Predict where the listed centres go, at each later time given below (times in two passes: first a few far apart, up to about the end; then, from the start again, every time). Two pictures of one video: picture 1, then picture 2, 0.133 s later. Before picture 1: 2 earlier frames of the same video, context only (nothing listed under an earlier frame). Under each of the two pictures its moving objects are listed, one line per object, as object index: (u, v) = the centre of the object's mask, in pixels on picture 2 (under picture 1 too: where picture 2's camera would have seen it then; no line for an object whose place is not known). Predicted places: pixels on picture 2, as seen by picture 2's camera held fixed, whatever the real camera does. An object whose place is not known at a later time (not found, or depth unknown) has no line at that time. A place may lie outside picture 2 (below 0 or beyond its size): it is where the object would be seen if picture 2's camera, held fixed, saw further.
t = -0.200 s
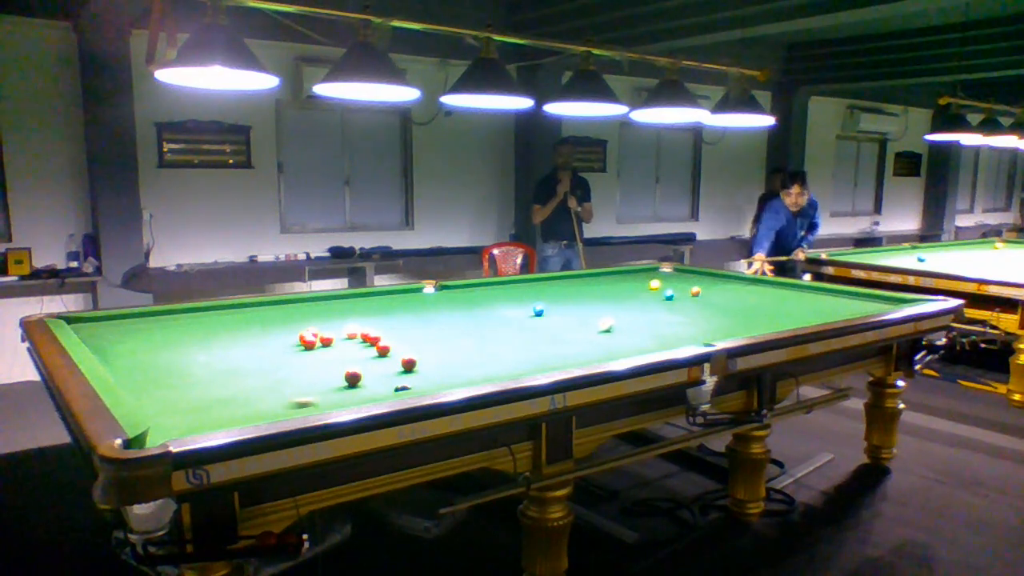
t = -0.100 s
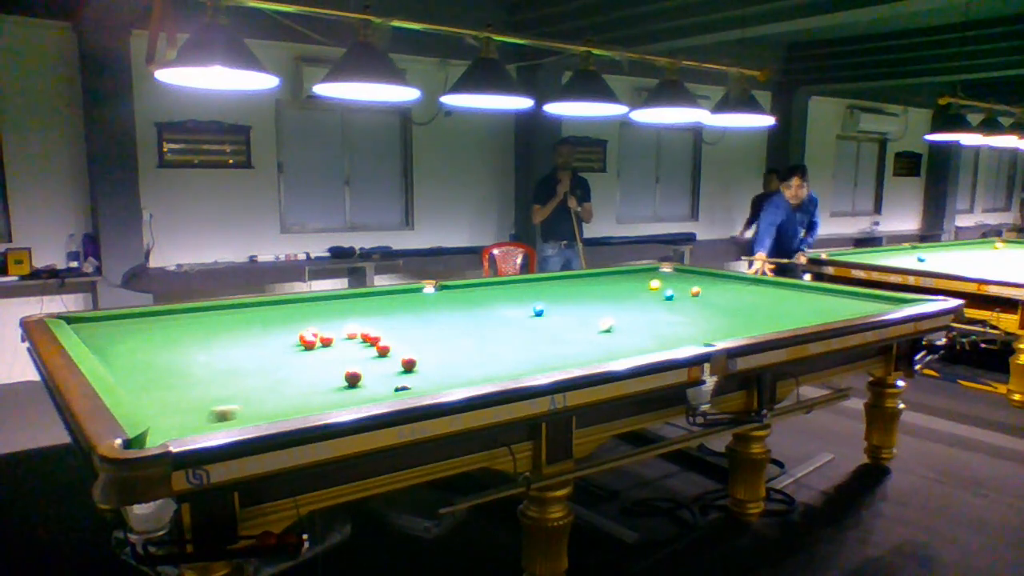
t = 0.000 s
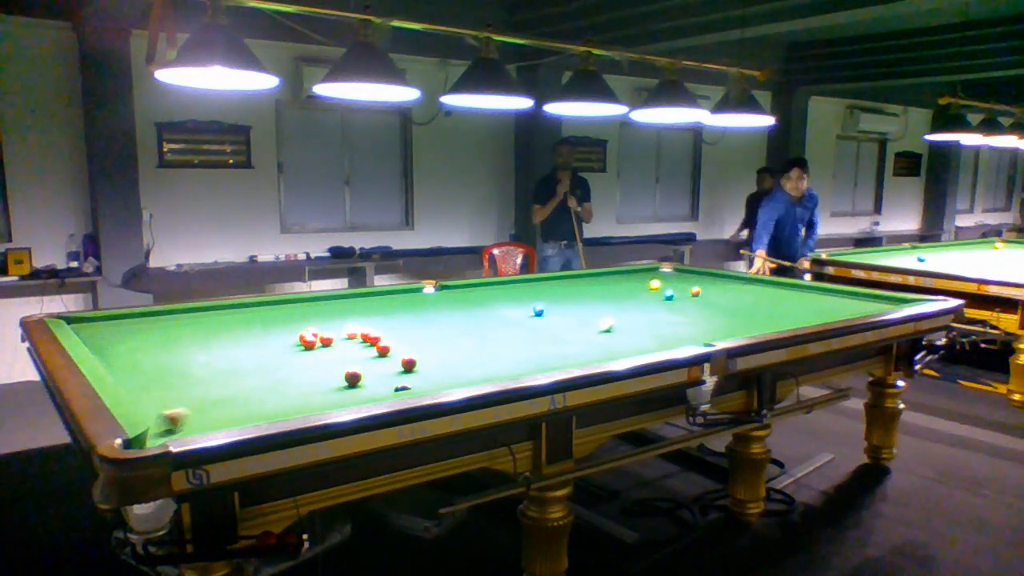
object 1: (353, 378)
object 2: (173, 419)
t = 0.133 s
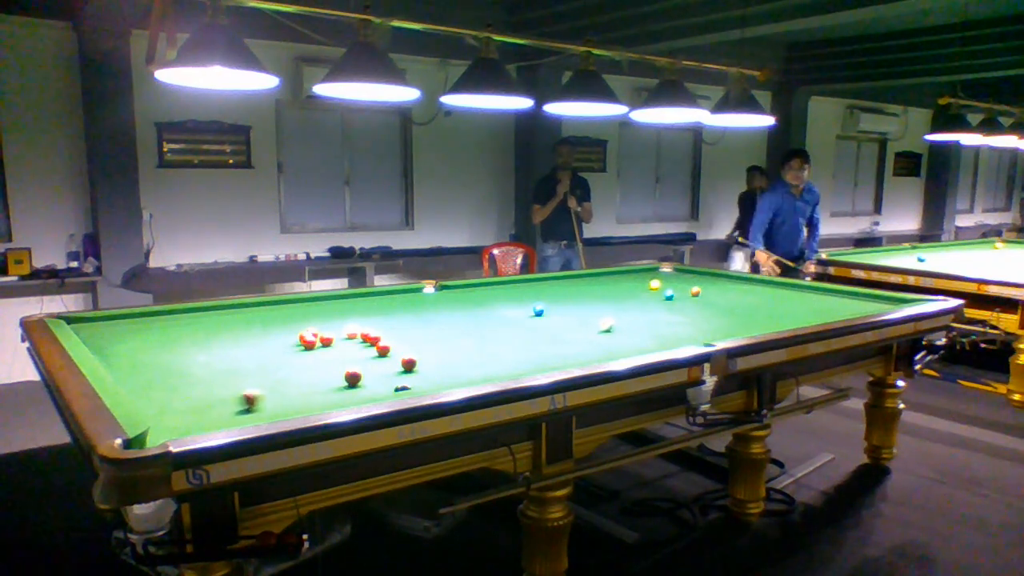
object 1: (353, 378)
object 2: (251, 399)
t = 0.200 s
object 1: (352, 378)
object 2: (280, 392)
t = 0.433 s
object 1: (377, 378)
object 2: (344, 370)
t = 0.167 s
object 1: (353, 378)
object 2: (265, 395)
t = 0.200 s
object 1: (352, 378)
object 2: (280, 392)
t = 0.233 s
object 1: (352, 378)
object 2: (295, 388)
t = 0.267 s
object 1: (352, 378)
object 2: (307, 384)
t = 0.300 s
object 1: (353, 378)
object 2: (321, 381)
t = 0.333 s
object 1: (353, 378)
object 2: (333, 378)
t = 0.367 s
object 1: (362, 378)
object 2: (337, 375)
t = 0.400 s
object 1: (370, 377)
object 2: (341, 372)
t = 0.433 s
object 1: (377, 378)
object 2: (344, 370)
